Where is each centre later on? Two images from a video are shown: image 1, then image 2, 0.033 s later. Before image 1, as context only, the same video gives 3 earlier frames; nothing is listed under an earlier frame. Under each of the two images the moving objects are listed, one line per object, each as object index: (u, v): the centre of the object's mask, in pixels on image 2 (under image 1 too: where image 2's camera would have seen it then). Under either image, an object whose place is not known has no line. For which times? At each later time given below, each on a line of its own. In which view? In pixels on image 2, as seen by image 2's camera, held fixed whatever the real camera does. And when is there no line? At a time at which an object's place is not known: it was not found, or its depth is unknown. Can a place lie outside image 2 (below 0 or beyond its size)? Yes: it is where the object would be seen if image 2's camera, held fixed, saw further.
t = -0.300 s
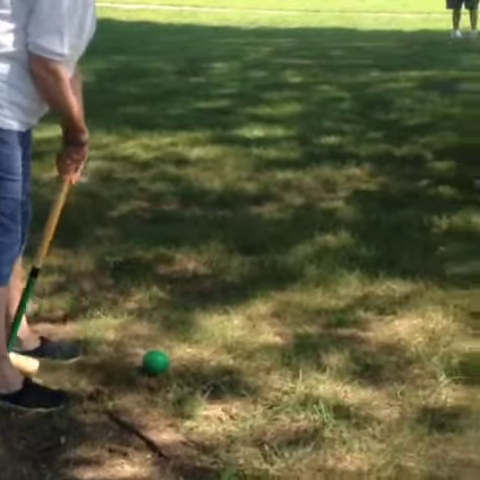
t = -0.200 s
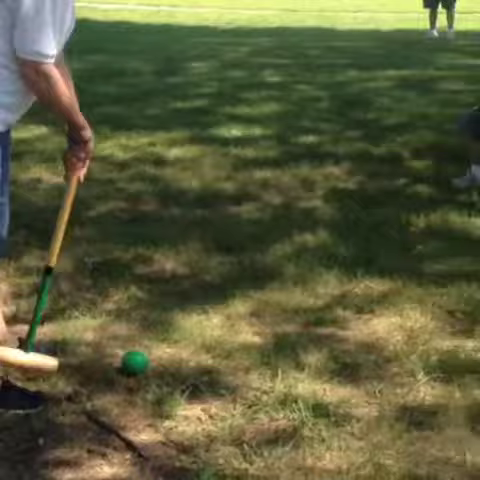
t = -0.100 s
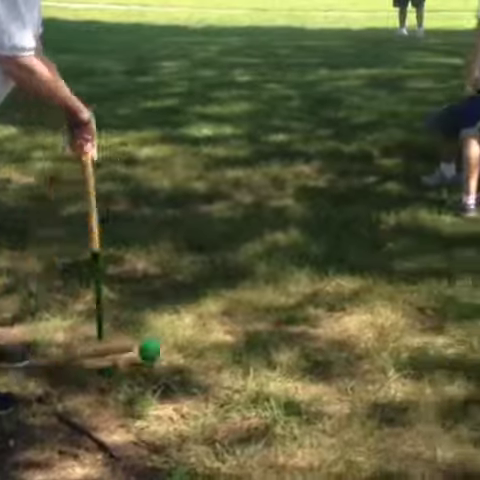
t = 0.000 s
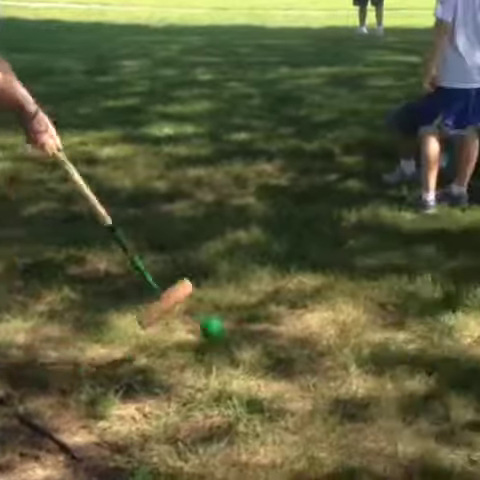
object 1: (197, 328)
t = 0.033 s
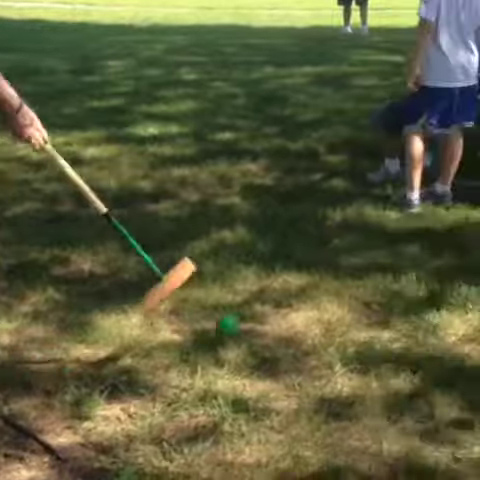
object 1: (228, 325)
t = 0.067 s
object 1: (258, 325)
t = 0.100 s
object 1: (288, 331)
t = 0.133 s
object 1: (316, 326)
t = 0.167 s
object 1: (342, 320)
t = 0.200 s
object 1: (367, 316)
